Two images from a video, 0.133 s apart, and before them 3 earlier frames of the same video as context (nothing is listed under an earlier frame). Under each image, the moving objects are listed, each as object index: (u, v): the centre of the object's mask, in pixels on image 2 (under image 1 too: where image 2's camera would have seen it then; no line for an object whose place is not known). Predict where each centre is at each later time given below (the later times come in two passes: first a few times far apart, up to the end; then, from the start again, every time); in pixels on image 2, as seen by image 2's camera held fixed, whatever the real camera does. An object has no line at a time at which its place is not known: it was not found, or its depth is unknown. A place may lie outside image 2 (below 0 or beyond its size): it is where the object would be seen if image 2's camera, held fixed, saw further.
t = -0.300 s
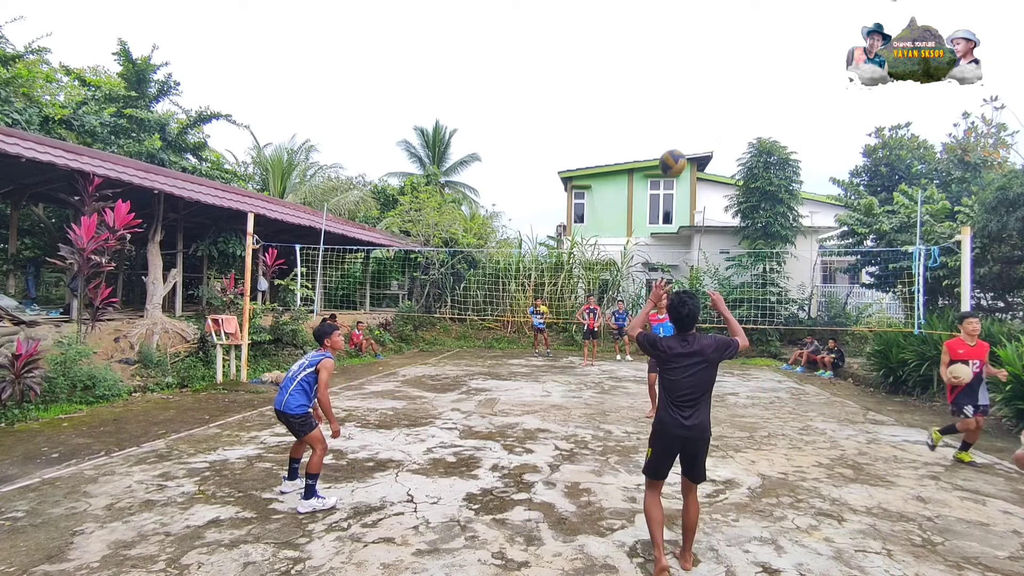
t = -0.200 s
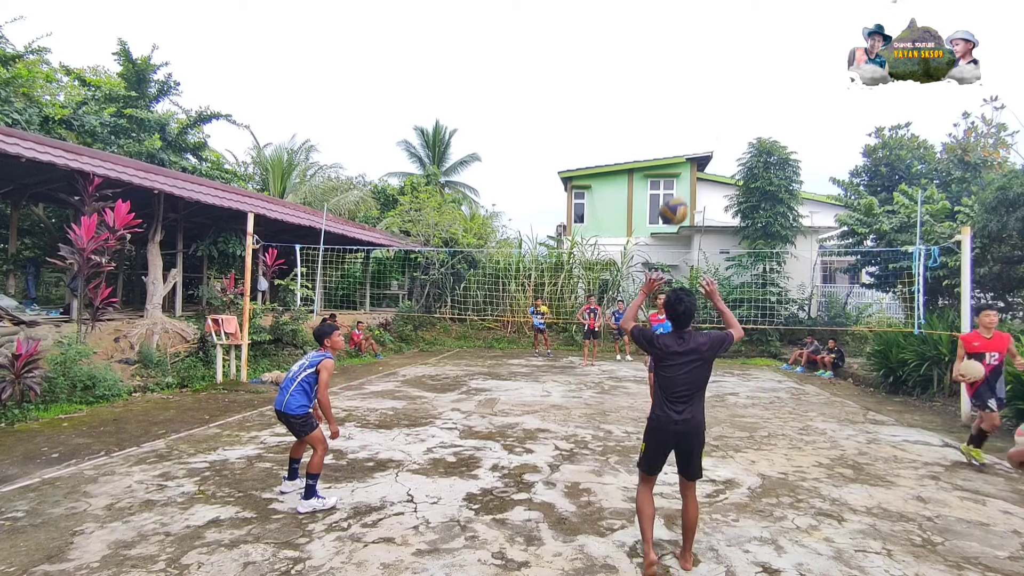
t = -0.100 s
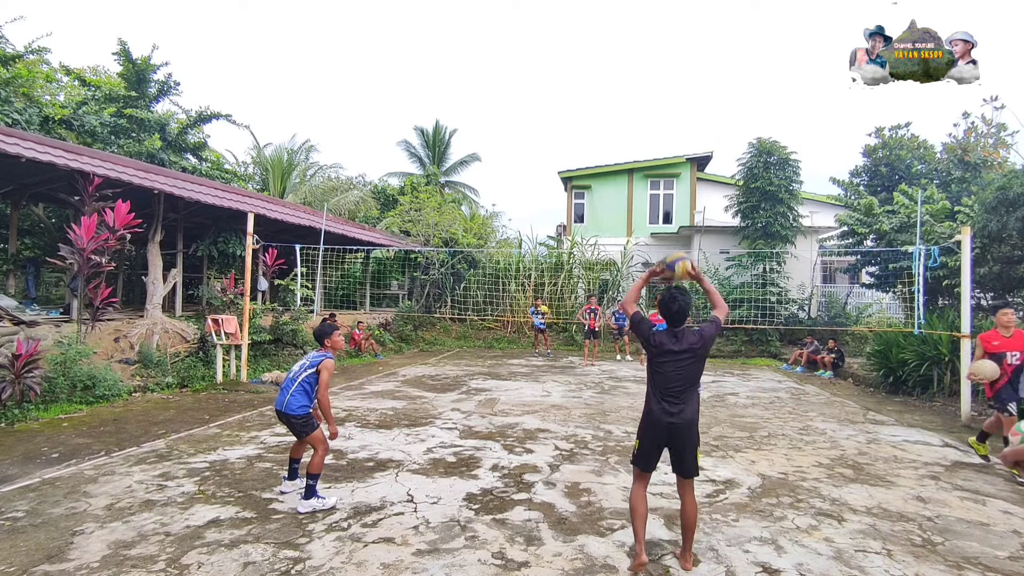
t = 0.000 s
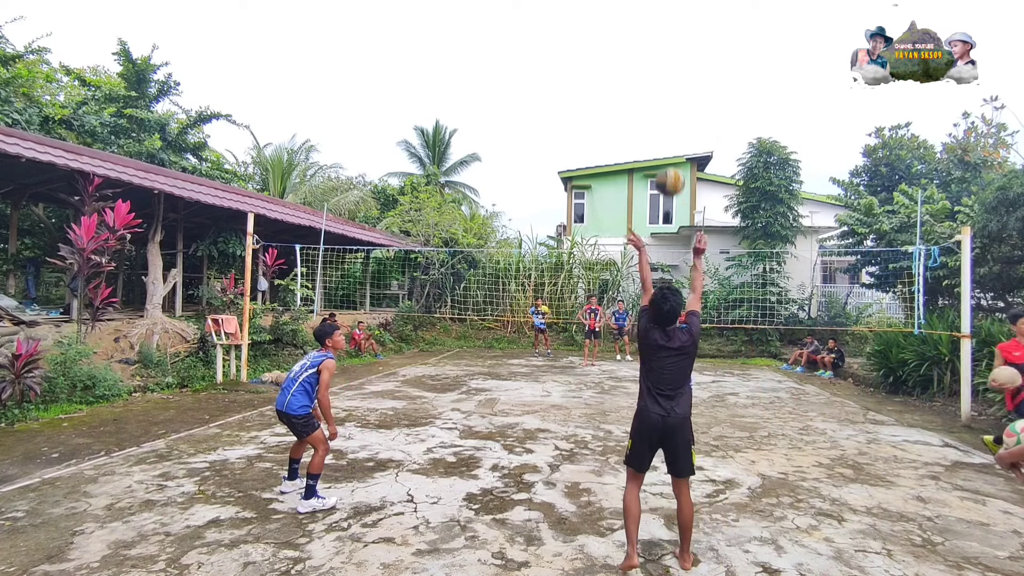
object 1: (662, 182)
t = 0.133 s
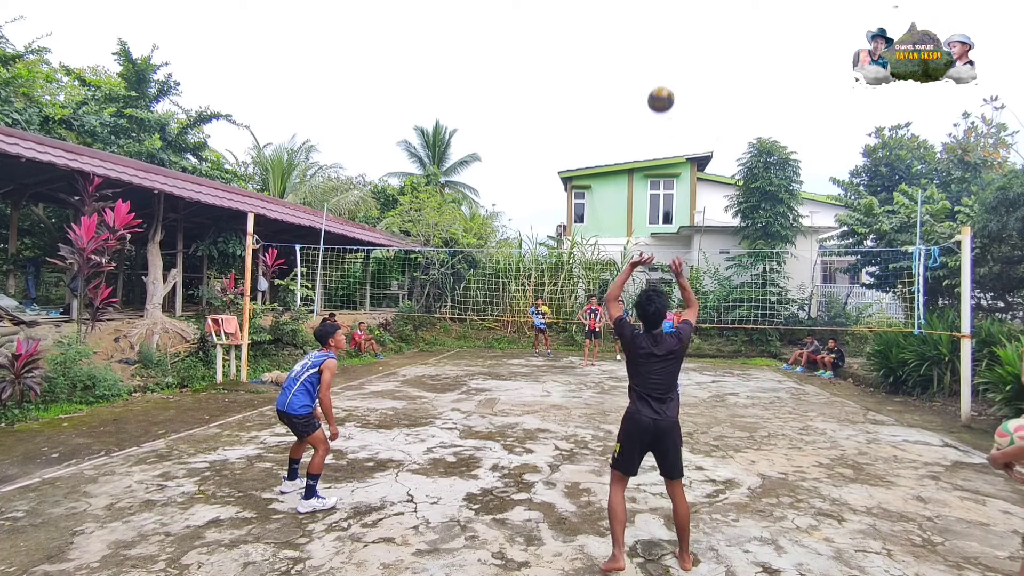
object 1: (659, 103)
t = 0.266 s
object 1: (653, 51)
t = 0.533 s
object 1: (641, 27)
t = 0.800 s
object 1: (632, 69)
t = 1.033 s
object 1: (626, 141)
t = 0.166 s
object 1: (659, 85)
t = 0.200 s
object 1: (657, 72)
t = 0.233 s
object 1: (655, 60)
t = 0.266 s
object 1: (653, 51)
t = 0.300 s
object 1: (651, 43)
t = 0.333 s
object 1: (649, 37)
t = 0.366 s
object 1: (648, 32)
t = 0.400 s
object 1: (646, 29)
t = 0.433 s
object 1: (645, 26)
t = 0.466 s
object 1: (644, 26)
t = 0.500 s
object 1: (642, 26)
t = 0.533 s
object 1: (641, 27)
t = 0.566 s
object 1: (640, 29)
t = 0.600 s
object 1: (638, 32)
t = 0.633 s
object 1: (637, 37)
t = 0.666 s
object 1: (636, 41)
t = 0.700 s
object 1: (635, 47)
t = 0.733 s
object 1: (634, 53)
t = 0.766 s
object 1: (633, 61)
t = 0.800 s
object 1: (632, 69)
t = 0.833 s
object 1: (631, 77)
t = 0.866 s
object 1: (630, 86)
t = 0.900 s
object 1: (629, 96)
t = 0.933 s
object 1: (628, 106)
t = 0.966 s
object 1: (627, 118)
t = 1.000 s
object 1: (627, 129)
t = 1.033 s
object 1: (626, 141)
